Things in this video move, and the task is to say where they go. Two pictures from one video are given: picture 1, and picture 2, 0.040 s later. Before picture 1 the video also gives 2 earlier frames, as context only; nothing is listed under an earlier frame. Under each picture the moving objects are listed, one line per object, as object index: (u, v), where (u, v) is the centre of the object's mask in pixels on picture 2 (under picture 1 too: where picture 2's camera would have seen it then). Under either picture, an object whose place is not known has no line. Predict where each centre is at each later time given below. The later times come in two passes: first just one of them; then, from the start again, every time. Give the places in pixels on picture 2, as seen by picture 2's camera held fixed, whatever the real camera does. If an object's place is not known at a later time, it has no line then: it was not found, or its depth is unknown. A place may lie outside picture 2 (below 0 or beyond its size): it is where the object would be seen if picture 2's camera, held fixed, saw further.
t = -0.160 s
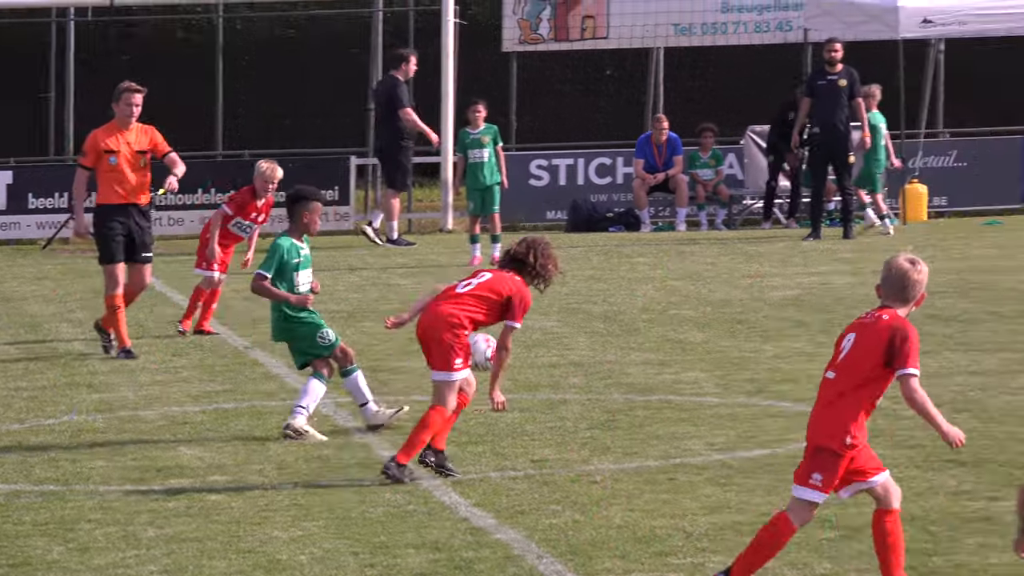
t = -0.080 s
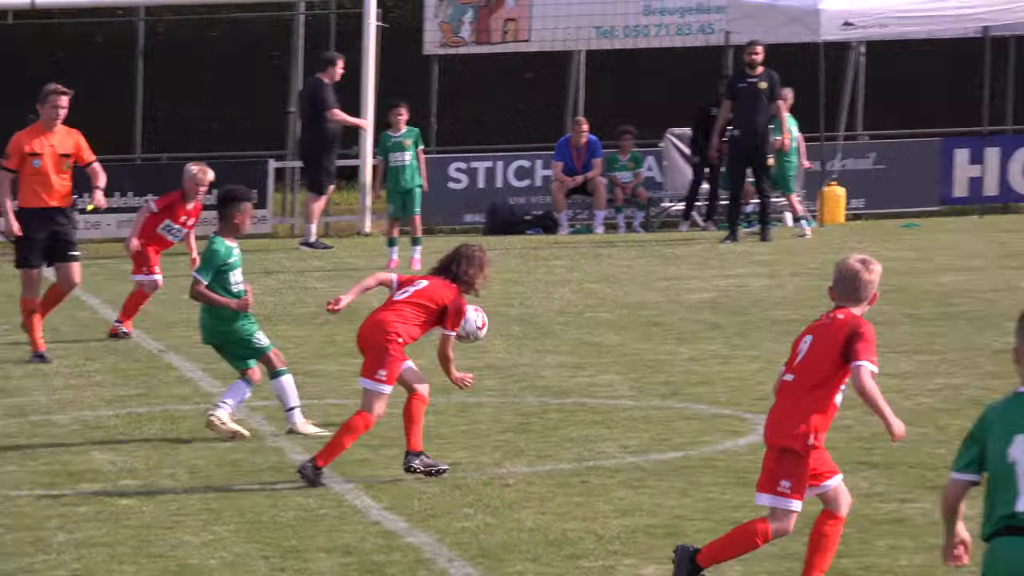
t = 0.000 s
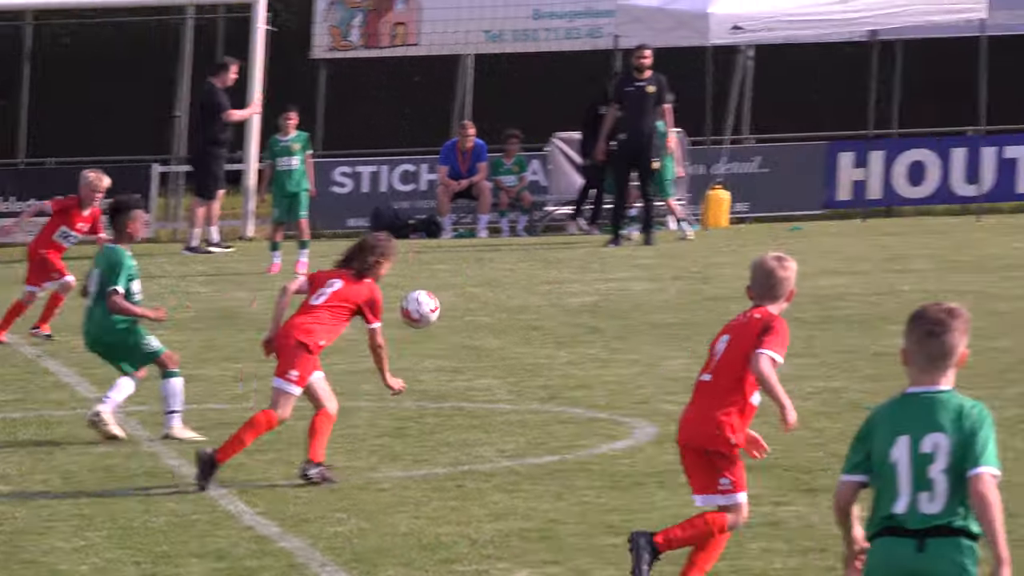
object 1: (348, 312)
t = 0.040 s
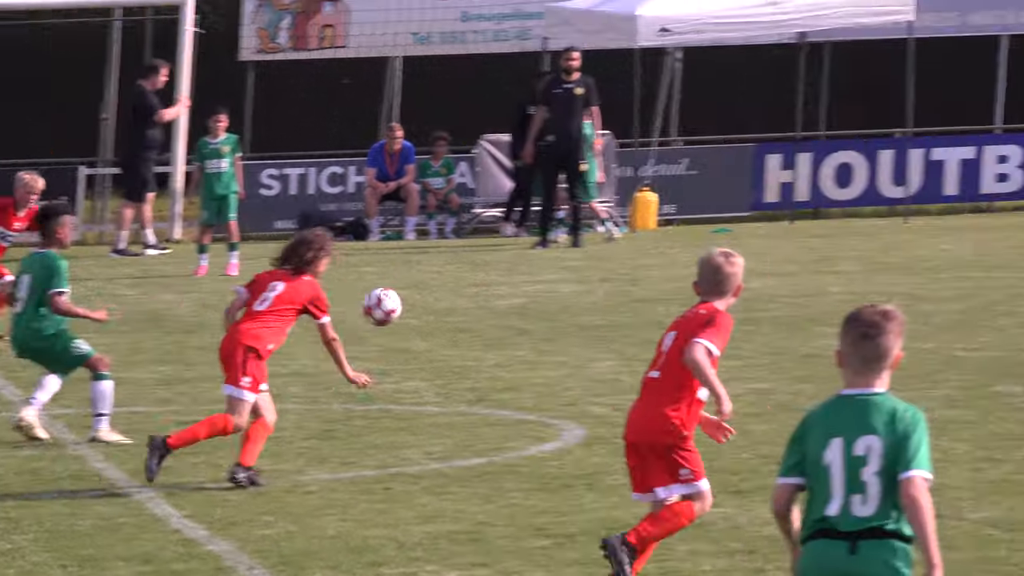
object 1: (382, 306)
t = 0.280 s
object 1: (574, 343)
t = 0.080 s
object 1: (414, 305)
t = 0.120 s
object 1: (450, 308)
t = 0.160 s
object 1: (482, 313)
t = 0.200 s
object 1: (514, 320)
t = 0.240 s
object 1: (544, 330)
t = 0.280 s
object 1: (574, 343)
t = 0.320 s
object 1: (603, 359)
